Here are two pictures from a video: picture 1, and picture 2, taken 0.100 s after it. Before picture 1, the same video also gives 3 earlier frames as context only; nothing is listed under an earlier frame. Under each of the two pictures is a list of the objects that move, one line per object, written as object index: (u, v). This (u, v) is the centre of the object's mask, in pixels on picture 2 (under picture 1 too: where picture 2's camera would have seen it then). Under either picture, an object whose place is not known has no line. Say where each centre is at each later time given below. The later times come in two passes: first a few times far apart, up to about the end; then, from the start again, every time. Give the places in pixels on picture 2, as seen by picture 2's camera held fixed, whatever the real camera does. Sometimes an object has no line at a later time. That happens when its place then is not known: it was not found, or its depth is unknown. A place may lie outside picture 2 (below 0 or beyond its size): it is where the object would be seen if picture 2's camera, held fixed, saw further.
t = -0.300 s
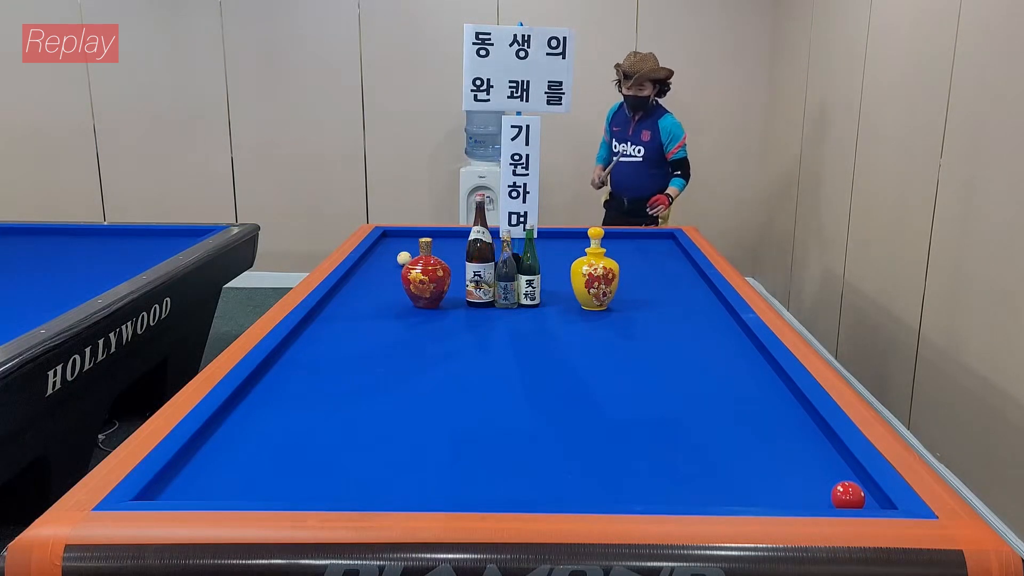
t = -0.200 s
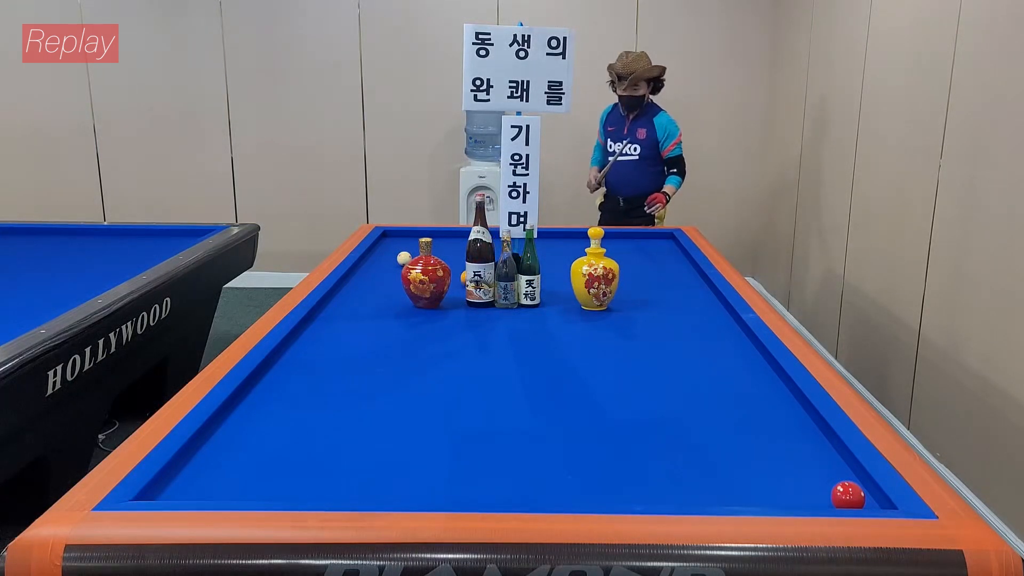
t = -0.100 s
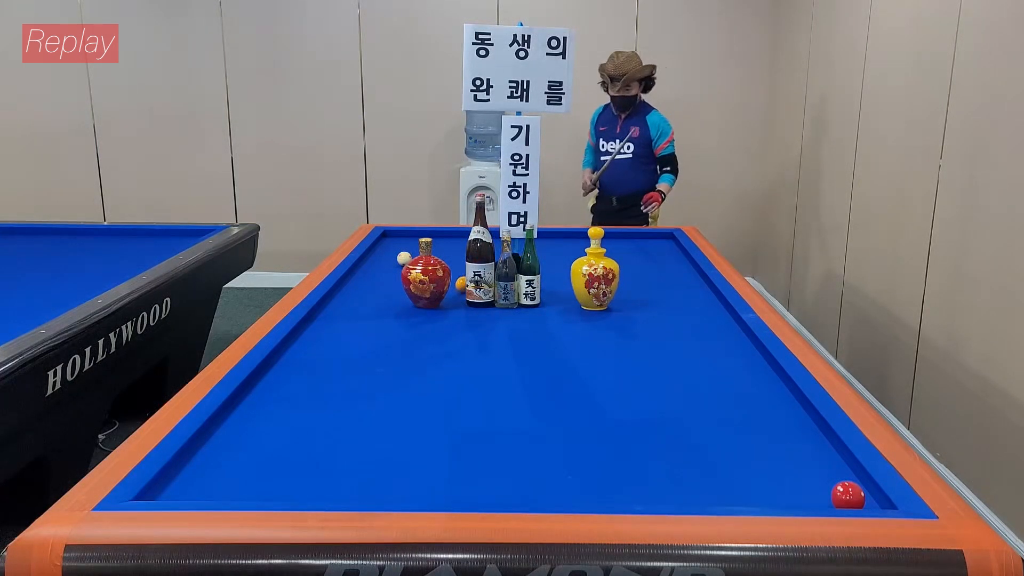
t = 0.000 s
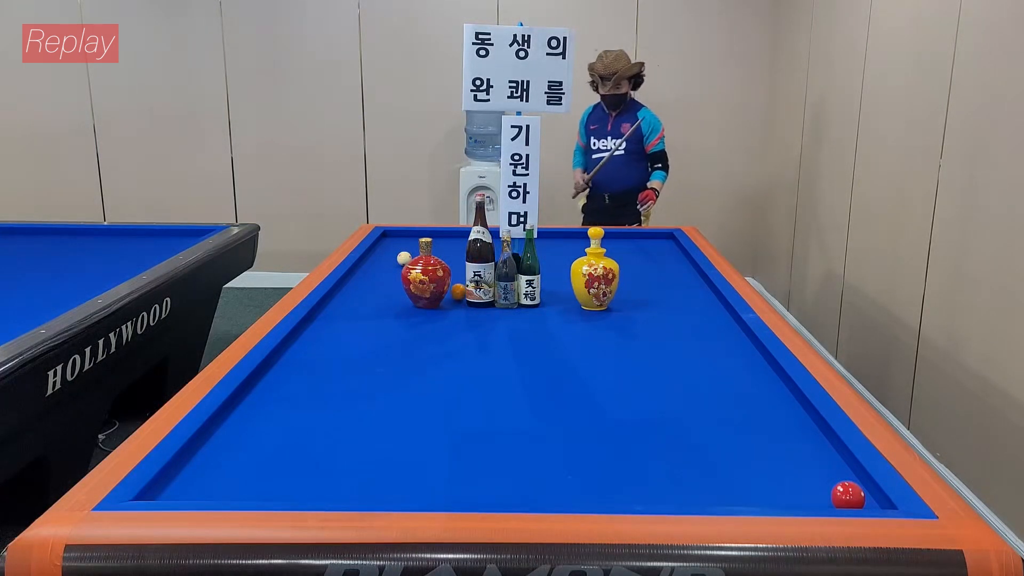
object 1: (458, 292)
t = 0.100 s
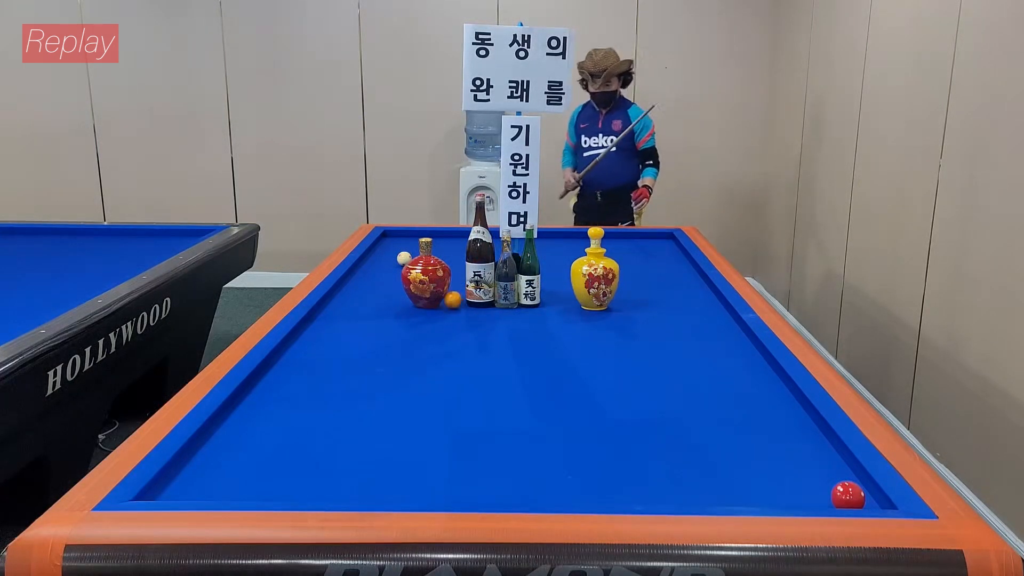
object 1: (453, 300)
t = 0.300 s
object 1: (440, 317)
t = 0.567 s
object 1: (421, 344)
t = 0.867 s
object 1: (395, 381)
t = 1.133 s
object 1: (365, 423)
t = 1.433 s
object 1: (321, 486)
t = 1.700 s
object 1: (325, 465)
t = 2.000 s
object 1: (337, 432)
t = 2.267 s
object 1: (345, 408)
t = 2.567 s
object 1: (352, 385)
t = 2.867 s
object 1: (360, 365)
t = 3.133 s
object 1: (365, 350)
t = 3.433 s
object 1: (371, 335)
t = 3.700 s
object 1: (376, 323)
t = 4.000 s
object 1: (380, 312)
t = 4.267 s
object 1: (384, 303)
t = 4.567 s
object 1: (388, 293)
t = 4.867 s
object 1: (392, 285)
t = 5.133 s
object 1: (394, 279)
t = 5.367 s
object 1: (396, 273)
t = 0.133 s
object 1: (451, 302)
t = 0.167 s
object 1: (449, 305)
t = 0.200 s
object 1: (447, 308)
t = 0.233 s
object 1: (445, 311)
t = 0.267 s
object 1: (443, 314)
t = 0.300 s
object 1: (440, 317)
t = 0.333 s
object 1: (438, 320)
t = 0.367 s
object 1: (436, 323)
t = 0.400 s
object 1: (434, 326)
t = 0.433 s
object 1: (431, 330)
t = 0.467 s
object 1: (429, 333)
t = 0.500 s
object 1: (426, 336)
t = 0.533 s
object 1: (424, 340)
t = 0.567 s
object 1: (421, 344)
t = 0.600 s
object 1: (419, 347)
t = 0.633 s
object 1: (416, 351)
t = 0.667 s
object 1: (413, 355)
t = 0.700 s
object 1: (410, 359)
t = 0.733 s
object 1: (407, 363)
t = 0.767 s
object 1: (404, 367)
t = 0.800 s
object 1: (401, 372)
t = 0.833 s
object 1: (398, 376)
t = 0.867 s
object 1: (395, 381)
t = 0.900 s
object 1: (392, 386)
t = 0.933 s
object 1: (388, 391)
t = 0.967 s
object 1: (385, 395)
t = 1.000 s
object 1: (381, 400)
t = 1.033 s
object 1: (377, 406)
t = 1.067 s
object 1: (373, 411)
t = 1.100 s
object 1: (369, 417)
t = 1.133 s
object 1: (365, 423)
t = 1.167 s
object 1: (361, 429)
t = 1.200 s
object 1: (357, 435)
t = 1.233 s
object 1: (352, 442)
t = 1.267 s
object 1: (347, 449)
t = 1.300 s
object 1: (342, 456)
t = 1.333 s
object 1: (337, 463)
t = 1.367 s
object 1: (332, 470)
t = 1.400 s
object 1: (326, 478)
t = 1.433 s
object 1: (321, 486)
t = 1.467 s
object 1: (315, 491)
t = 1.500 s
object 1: (313, 492)
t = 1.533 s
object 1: (316, 488)
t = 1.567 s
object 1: (318, 484)
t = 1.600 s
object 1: (320, 478)
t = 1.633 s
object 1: (322, 474)
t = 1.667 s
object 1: (324, 469)
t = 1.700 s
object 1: (325, 465)
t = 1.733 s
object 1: (326, 461)
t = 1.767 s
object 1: (328, 457)
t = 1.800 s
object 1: (329, 453)
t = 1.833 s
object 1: (330, 450)
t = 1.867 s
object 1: (332, 446)
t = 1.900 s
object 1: (333, 442)
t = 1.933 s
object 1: (334, 439)
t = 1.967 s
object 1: (335, 435)
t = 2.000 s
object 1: (337, 432)
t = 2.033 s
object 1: (338, 429)
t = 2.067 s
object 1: (339, 425)
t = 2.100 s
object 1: (340, 422)
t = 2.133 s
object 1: (341, 419)
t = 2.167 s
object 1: (342, 416)
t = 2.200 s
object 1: (343, 413)
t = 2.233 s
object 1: (344, 411)
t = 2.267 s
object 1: (345, 408)
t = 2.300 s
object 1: (346, 405)
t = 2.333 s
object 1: (347, 402)
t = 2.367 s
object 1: (348, 399)
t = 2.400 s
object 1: (348, 397)
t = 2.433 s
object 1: (349, 394)
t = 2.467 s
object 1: (350, 392)
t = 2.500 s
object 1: (351, 389)
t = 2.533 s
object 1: (352, 387)
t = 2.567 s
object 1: (352, 385)
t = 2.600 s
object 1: (353, 382)
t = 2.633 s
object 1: (354, 380)
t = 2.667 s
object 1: (355, 378)
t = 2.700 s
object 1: (356, 375)
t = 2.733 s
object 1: (357, 373)
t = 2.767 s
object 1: (357, 371)
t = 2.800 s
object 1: (358, 369)
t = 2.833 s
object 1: (359, 367)
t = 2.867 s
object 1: (360, 365)
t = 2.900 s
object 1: (360, 363)
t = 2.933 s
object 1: (361, 361)
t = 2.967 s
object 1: (362, 359)
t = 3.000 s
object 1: (363, 357)
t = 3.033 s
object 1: (363, 355)
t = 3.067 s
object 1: (364, 353)
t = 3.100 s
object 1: (365, 352)
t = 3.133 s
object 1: (365, 350)
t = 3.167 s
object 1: (366, 348)
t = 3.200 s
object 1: (367, 346)
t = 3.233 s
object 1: (368, 345)
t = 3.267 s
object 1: (368, 343)
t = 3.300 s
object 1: (369, 341)
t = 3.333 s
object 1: (369, 340)
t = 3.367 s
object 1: (370, 338)
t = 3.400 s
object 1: (371, 336)
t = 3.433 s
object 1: (371, 335)
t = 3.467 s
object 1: (372, 333)
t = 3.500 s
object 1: (373, 332)
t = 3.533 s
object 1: (373, 330)
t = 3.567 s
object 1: (374, 329)
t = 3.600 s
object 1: (374, 328)
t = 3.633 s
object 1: (375, 326)
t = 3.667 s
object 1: (375, 325)
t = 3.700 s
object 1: (376, 323)
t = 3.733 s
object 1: (376, 322)
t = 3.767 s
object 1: (377, 321)
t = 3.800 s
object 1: (377, 319)
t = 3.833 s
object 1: (378, 318)
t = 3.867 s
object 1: (378, 317)
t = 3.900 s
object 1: (379, 316)
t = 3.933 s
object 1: (379, 314)
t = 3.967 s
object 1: (380, 313)
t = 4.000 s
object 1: (380, 312)
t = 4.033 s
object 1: (381, 311)
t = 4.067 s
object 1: (381, 310)
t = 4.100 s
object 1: (382, 309)
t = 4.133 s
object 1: (382, 307)
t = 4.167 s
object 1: (383, 306)
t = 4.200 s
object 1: (383, 305)
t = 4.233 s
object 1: (383, 304)
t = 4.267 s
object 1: (384, 303)
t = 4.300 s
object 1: (384, 302)
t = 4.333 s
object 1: (385, 301)
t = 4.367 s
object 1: (385, 299)
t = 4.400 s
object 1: (386, 298)
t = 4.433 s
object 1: (386, 297)
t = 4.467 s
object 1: (387, 296)
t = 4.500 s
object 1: (387, 295)
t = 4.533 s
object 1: (387, 294)
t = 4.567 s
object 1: (388, 293)
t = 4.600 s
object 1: (388, 292)
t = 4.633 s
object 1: (389, 291)
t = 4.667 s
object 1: (389, 291)
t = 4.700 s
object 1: (390, 290)
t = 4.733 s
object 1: (390, 289)
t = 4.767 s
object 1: (390, 288)
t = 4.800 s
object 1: (391, 287)
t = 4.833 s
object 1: (391, 286)
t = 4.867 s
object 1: (392, 285)
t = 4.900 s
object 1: (392, 284)
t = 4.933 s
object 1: (392, 283)
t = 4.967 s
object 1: (393, 283)
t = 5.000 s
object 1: (393, 282)
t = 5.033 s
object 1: (393, 281)
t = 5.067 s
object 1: (394, 280)
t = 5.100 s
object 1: (394, 279)
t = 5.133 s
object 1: (394, 279)
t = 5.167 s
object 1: (394, 278)
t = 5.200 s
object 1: (395, 277)
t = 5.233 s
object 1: (395, 276)
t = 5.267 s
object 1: (395, 275)
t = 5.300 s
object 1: (395, 275)
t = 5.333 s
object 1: (395, 274)
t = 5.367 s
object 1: (396, 273)
